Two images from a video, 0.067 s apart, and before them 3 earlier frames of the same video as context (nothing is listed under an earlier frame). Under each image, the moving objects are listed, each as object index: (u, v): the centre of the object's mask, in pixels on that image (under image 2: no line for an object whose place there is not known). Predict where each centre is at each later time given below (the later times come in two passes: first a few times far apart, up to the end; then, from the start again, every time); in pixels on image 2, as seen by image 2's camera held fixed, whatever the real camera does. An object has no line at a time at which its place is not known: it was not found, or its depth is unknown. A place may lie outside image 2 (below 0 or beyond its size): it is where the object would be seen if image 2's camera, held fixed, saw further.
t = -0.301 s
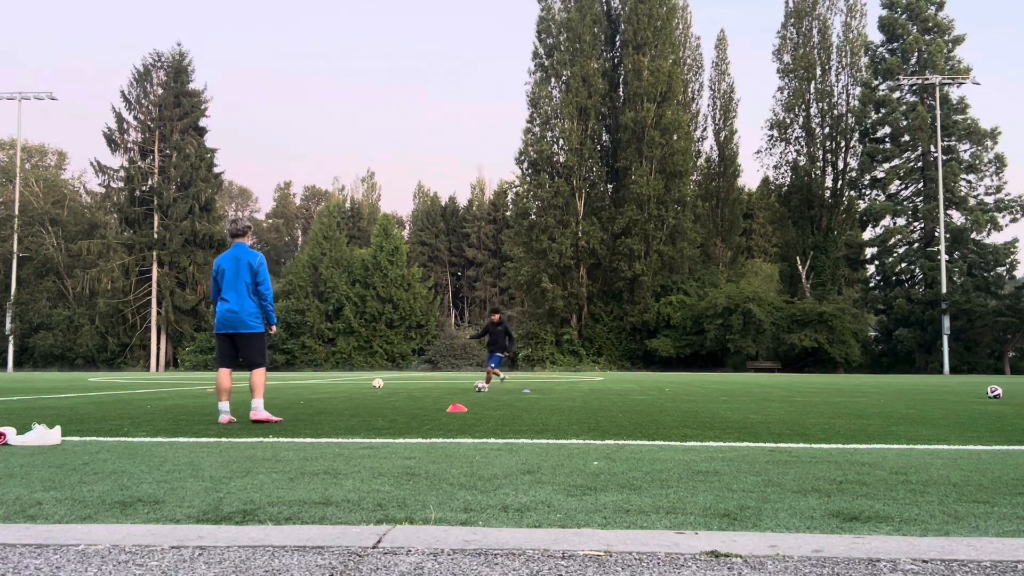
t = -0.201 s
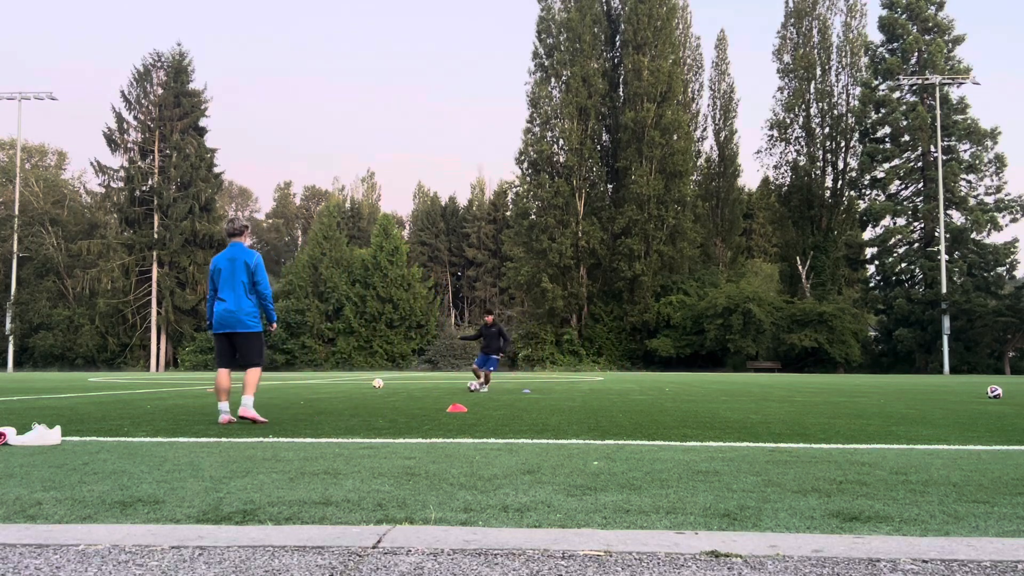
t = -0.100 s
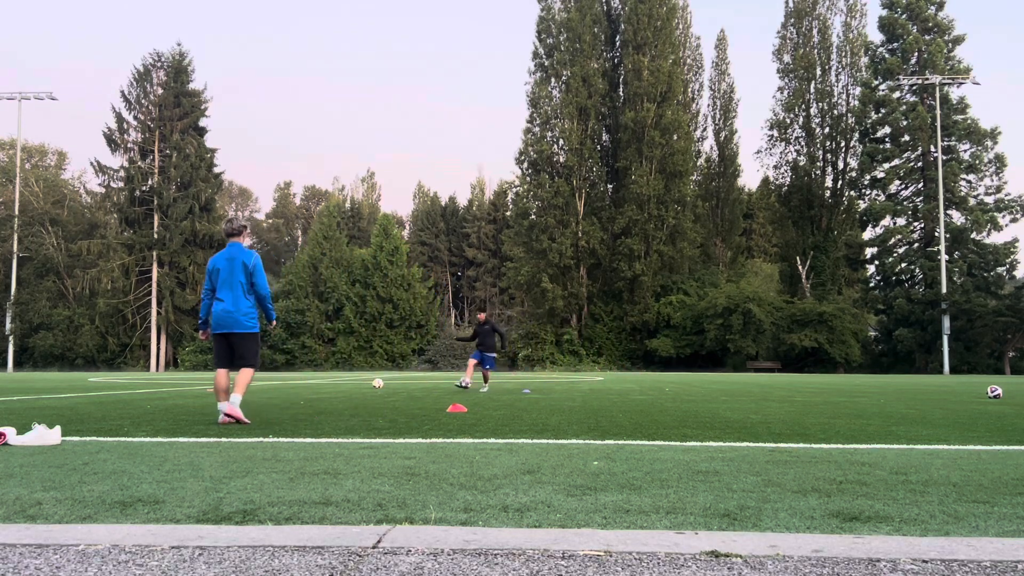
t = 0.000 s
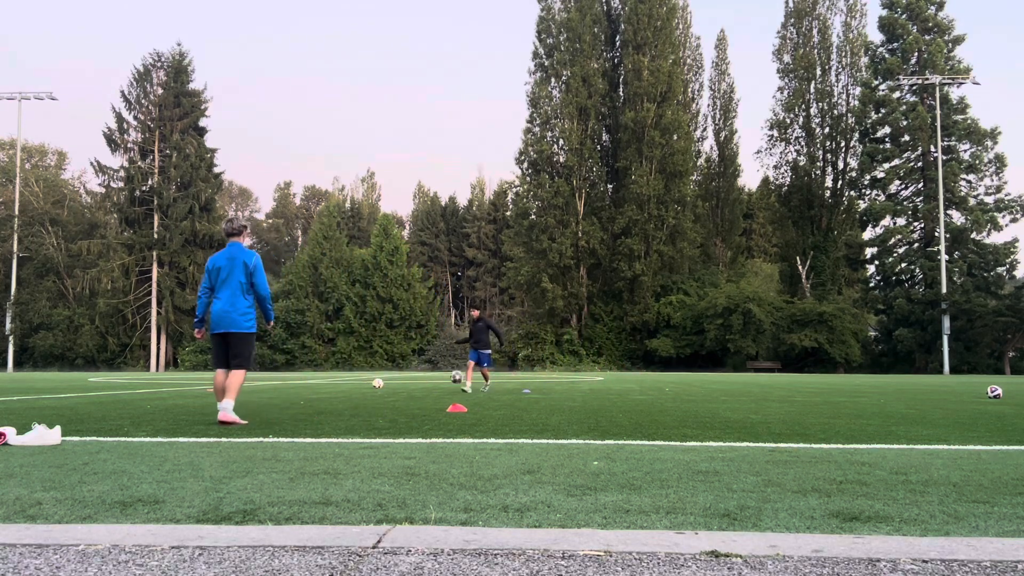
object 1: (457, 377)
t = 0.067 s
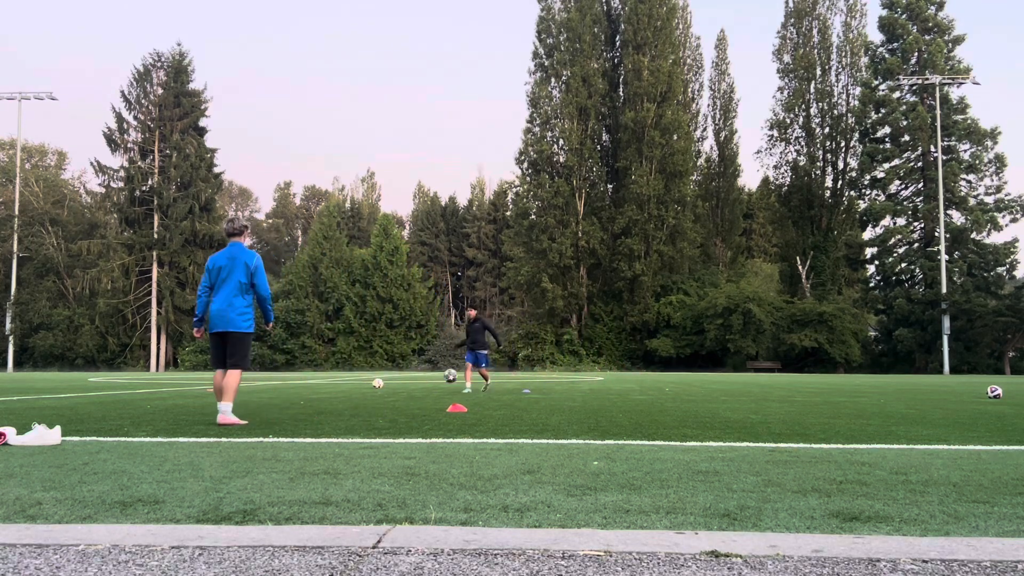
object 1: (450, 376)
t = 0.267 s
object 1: (431, 390)
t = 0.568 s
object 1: (402, 401)
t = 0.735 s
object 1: (384, 403)
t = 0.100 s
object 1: (447, 376)
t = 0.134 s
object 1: (445, 377)
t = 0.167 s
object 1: (441, 379)
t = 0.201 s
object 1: (437, 382)
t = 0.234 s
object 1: (434, 385)
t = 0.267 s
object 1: (431, 390)
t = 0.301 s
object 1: (427, 395)
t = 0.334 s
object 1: (425, 393)
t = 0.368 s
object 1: (421, 391)
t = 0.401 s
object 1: (419, 390)
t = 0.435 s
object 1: (415, 389)
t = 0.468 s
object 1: (412, 390)
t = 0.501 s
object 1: (409, 392)
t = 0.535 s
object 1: (406, 395)
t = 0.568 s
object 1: (402, 401)
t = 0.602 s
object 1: (398, 403)
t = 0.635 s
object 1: (395, 401)
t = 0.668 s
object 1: (391, 400)
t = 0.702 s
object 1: (388, 400)
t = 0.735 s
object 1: (384, 403)
